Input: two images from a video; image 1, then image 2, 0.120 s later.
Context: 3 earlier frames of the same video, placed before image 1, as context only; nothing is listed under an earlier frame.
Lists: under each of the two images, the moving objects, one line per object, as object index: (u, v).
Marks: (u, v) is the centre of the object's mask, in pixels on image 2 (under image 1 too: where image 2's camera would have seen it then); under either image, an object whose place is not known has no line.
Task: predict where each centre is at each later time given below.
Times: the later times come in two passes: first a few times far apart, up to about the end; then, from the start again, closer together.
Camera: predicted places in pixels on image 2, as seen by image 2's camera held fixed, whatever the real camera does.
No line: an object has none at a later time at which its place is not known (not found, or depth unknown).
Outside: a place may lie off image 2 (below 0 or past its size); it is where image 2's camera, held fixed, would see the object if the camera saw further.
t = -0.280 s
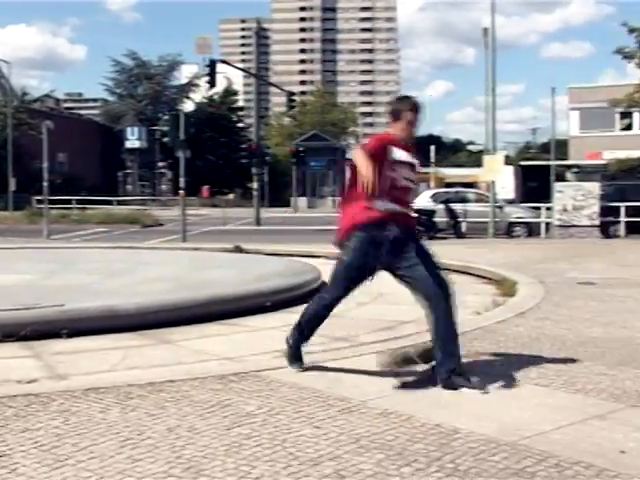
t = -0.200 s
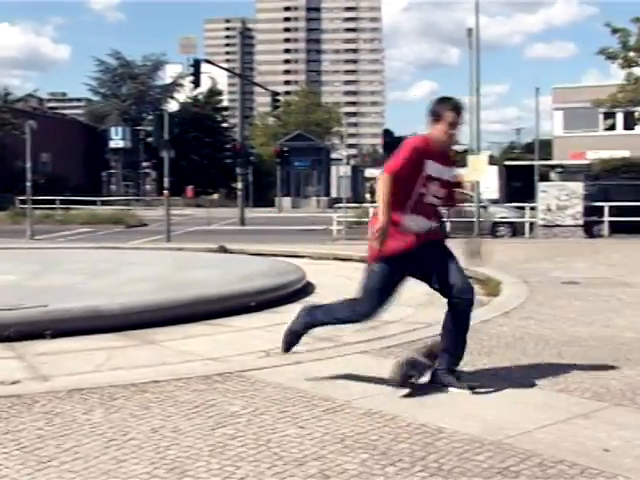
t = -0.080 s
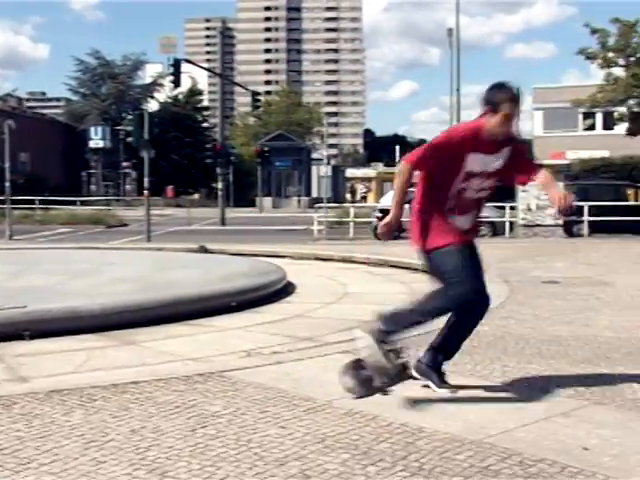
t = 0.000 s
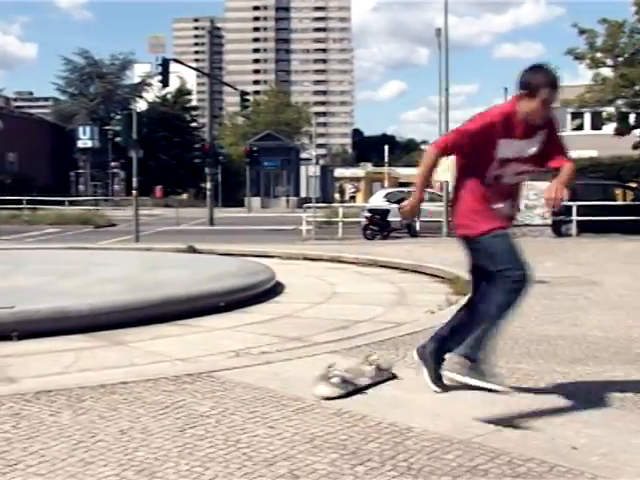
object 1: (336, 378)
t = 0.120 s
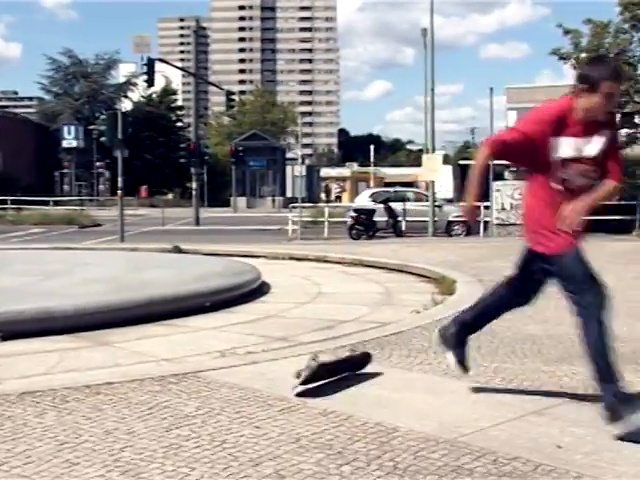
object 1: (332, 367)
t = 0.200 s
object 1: (325, 366)
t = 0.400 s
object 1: (310, 361)
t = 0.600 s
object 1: (295, 367)
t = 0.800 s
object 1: (292, 368)
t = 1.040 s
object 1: (290, 369)
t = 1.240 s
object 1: (288, 369)
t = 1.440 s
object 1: (287, 370)
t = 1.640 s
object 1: (287, 370)
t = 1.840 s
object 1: (287, 370)
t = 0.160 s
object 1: (329, 367)
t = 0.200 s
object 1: (325, 366)
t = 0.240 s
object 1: (322, 365)
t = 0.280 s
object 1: (318, 365)
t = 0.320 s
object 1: (315, 363)
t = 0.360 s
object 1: (312, 362)
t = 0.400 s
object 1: (310, 361)
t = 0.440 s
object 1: (308, 361)
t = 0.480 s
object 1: (306, 362)
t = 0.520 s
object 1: (303, 362)
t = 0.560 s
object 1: (299, 364)
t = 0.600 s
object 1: (295, 367)
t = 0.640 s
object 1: (294, 366)
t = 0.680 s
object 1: (293, 366)
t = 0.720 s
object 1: (292, 367)
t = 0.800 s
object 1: (292, 368)
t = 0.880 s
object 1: (291, 368)
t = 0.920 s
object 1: (291, 368)
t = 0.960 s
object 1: (291, 368)
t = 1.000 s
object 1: (290, 368)
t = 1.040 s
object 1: (290, 369)
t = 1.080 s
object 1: (289, 369)
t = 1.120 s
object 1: (289, 369)
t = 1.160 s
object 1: (288, 369)
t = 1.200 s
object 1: (288, 369)
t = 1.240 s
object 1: (288, 369)
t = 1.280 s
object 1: (288, 369)
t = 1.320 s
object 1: (288, 369)
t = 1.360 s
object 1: (287, 369)
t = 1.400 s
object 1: (287, 369)
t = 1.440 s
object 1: (287, 370)
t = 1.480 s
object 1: (287, 370)
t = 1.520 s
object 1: (287, 370)
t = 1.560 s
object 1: (287, 370)
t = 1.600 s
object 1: (287, 370)
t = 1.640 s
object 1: (287, 370)
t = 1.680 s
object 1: (287, 370)
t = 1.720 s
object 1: (287, 370)
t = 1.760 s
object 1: (287, 370)
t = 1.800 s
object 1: (287, 370)
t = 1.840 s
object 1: (287, 370)
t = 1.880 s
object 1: (287, 370)
